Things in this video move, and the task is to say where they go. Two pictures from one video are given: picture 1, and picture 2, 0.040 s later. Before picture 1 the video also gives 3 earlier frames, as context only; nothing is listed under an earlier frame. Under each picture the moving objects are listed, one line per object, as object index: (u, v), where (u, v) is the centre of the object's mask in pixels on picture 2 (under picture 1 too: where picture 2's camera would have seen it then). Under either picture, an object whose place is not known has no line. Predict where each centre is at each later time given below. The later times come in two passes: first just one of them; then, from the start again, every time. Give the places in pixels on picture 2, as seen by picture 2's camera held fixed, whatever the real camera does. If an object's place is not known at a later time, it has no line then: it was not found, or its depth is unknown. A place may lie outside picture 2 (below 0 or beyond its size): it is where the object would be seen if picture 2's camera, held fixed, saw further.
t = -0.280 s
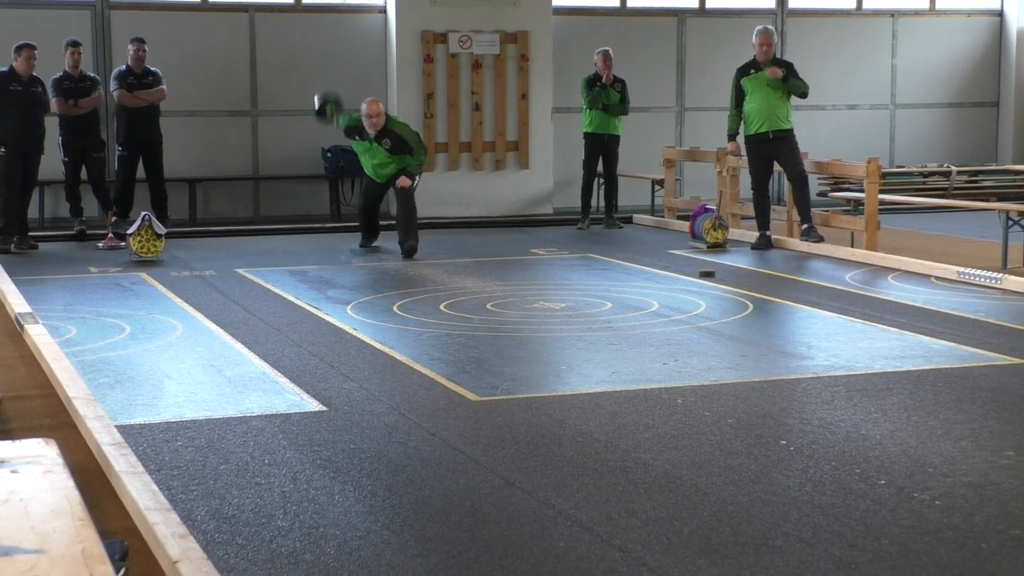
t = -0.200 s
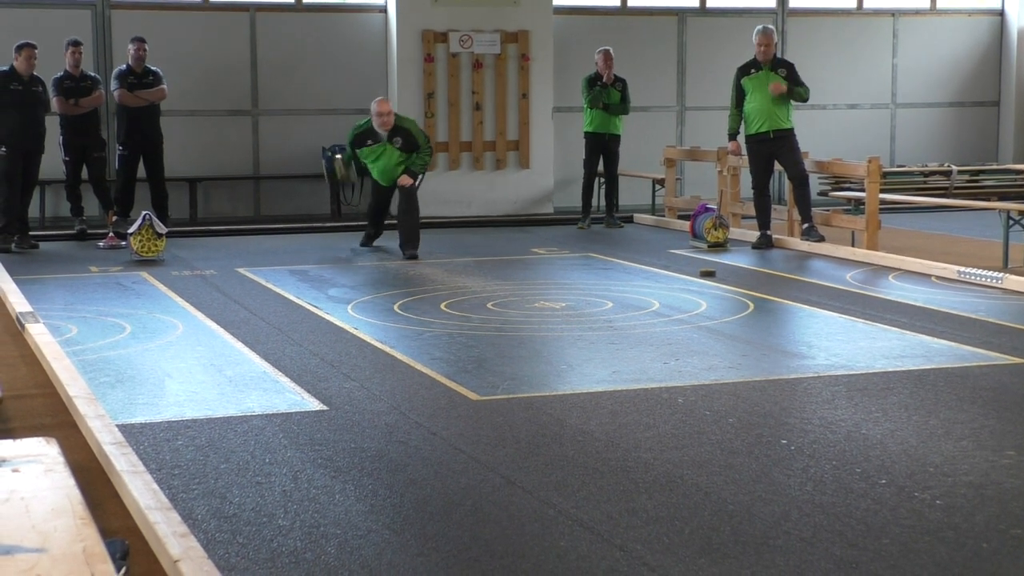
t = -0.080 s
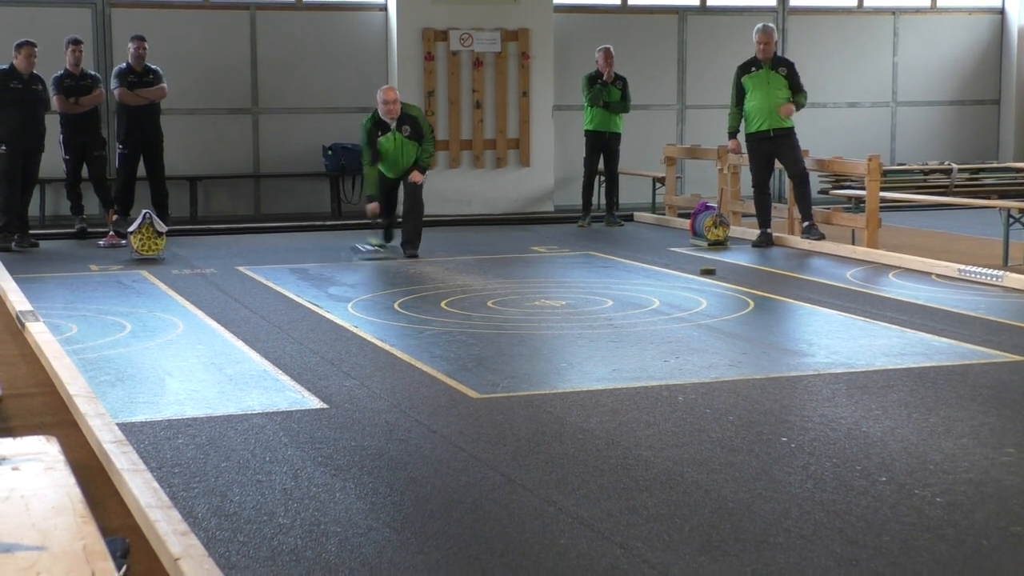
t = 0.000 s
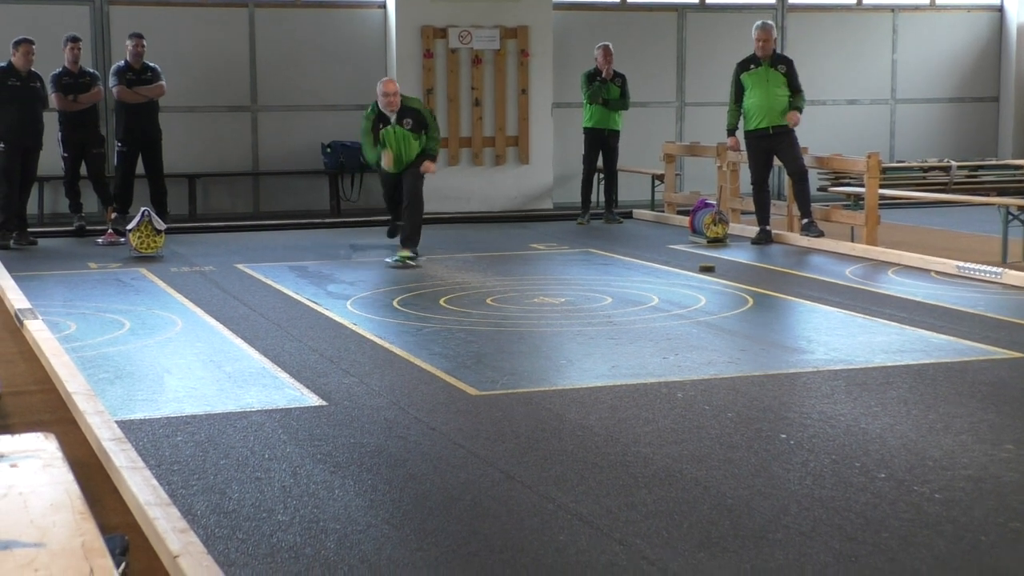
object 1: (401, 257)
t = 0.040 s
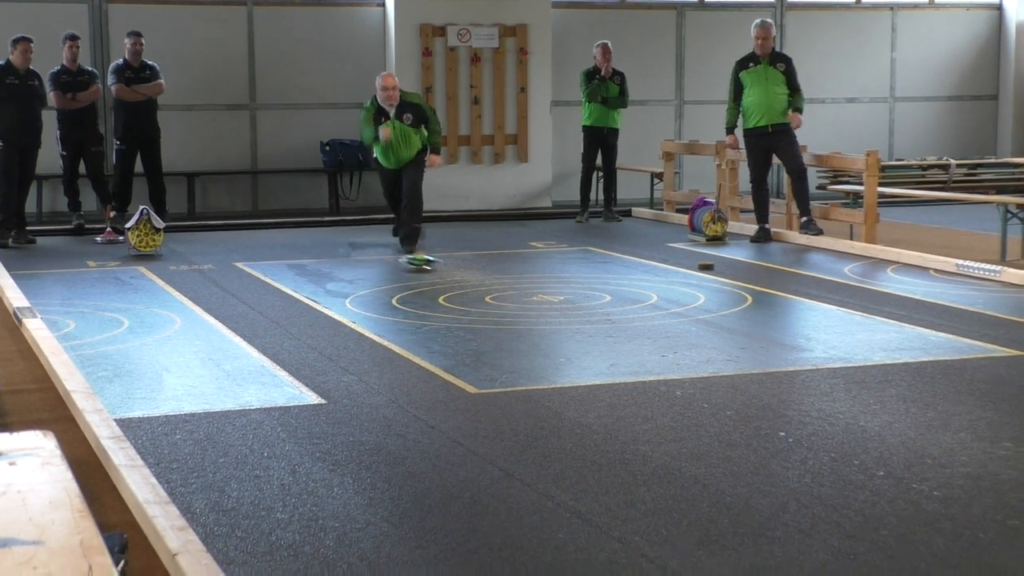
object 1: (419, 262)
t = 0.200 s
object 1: (499, 285)
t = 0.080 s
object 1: (439, 259)
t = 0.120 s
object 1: (458, 276)
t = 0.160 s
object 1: (478, 278)
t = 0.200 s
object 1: (499, 285)
